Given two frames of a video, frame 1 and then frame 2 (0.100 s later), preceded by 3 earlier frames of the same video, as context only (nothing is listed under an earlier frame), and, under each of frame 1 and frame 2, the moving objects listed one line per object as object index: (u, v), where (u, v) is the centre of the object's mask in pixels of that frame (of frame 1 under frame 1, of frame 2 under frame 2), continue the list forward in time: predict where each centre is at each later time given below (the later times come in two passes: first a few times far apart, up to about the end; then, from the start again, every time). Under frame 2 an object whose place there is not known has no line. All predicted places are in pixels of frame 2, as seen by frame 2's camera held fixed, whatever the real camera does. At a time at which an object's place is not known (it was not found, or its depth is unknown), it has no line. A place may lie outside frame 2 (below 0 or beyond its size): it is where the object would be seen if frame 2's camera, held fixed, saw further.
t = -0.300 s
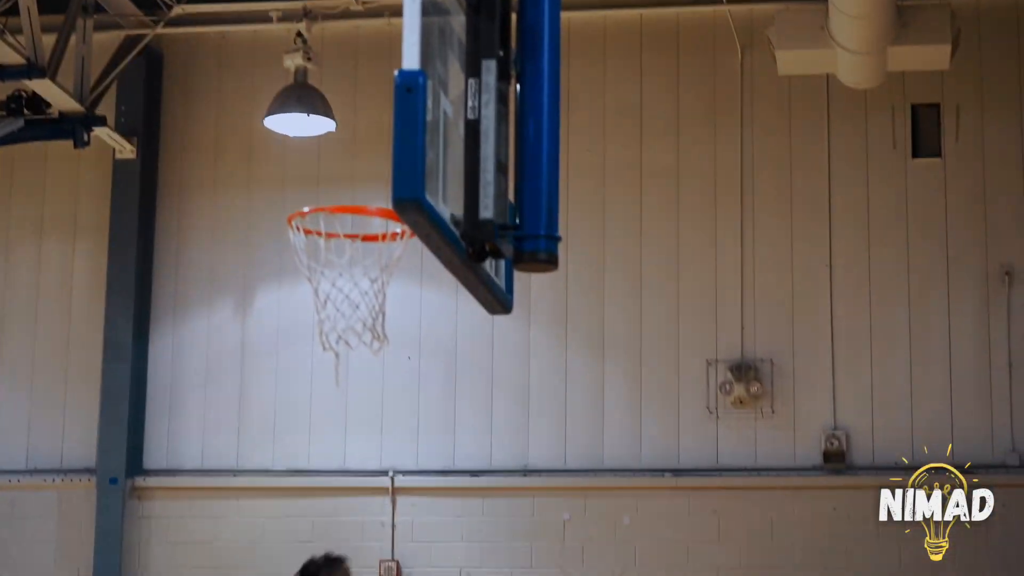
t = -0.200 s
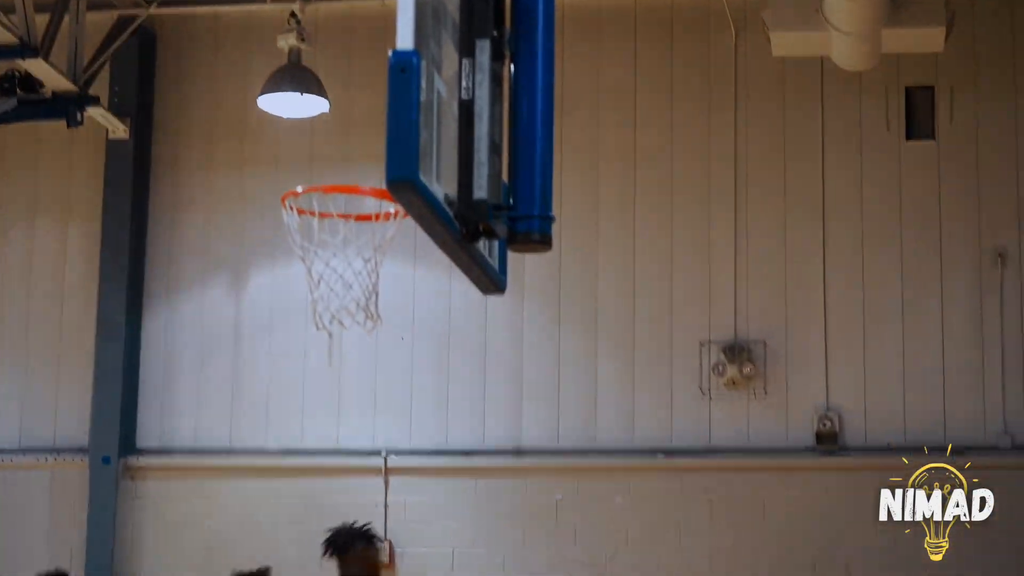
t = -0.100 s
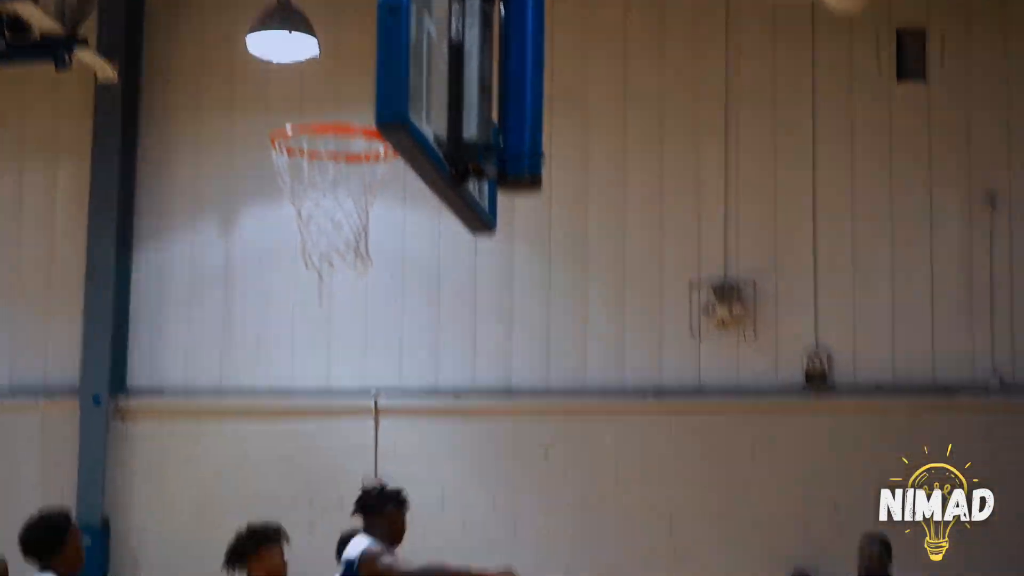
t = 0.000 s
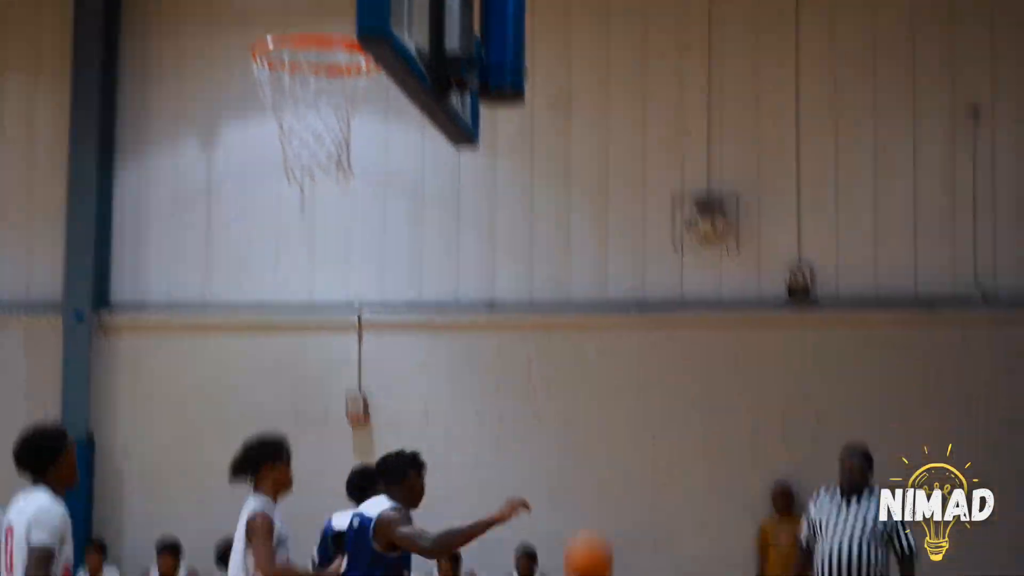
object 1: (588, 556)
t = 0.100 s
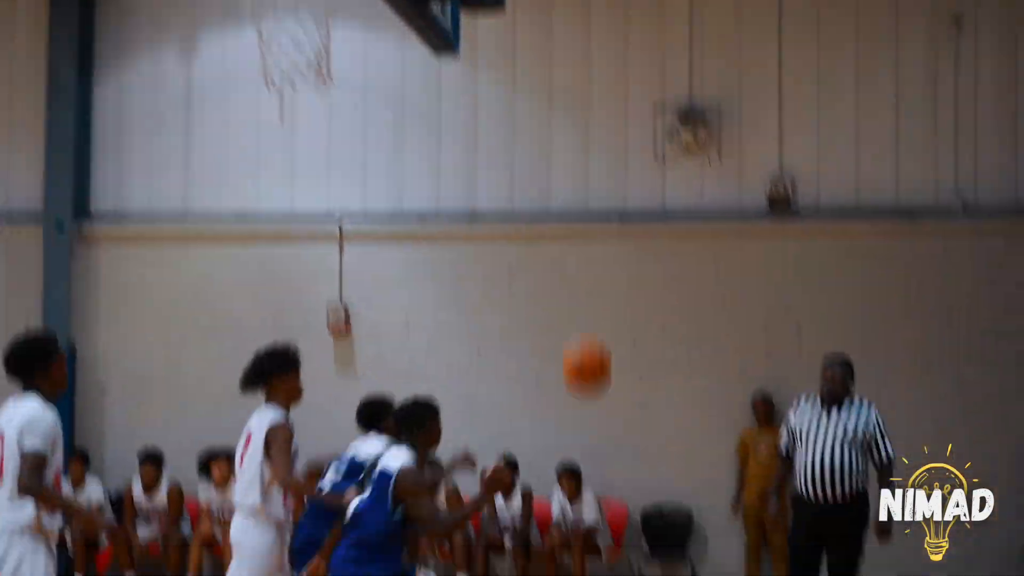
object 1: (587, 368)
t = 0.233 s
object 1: (609, 256)
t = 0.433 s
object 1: (642, 164)
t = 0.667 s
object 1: (677, 153)
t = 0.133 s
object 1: (593, 335)
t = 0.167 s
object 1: (599, 307)
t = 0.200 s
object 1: (604, 280)
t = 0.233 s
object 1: (609, 256)
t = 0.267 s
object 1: (615, 235)
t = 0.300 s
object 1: (621, 216)
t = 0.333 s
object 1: (626, 199)
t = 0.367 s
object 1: (631, 185)
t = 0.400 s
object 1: (637, 173)
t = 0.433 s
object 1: (642, 164)
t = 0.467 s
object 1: (647, 156)
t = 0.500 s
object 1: (652, 150)
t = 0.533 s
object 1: (657, 146)
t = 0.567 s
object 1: (663, 145)
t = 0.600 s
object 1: (667, 145)
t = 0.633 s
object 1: (673, 148)
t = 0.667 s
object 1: (677, 153)
